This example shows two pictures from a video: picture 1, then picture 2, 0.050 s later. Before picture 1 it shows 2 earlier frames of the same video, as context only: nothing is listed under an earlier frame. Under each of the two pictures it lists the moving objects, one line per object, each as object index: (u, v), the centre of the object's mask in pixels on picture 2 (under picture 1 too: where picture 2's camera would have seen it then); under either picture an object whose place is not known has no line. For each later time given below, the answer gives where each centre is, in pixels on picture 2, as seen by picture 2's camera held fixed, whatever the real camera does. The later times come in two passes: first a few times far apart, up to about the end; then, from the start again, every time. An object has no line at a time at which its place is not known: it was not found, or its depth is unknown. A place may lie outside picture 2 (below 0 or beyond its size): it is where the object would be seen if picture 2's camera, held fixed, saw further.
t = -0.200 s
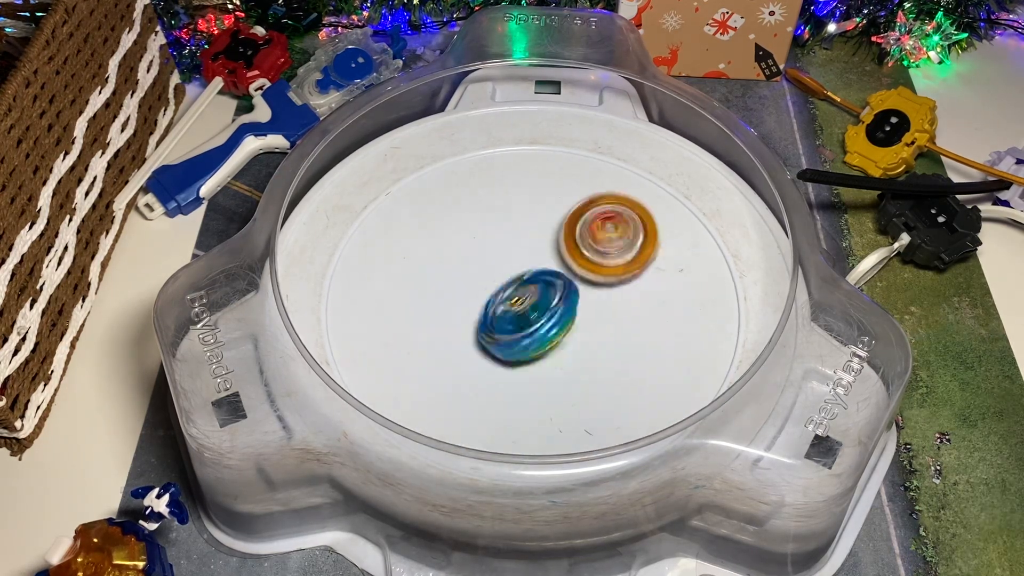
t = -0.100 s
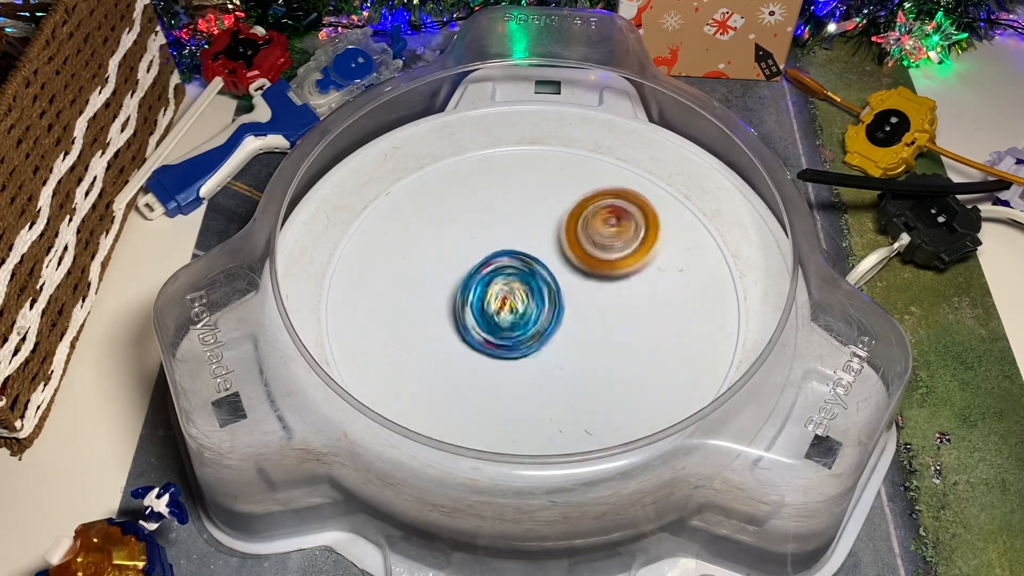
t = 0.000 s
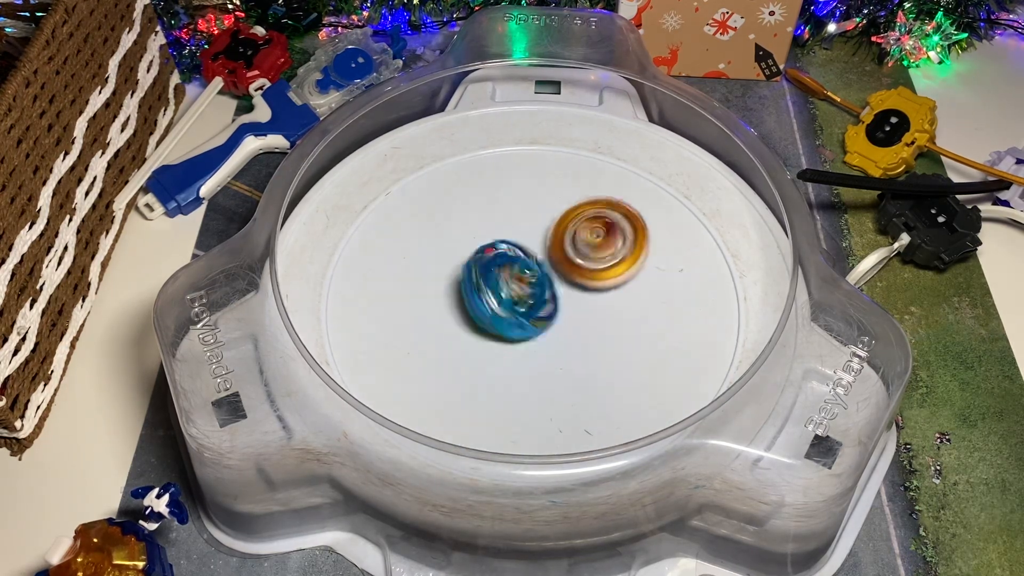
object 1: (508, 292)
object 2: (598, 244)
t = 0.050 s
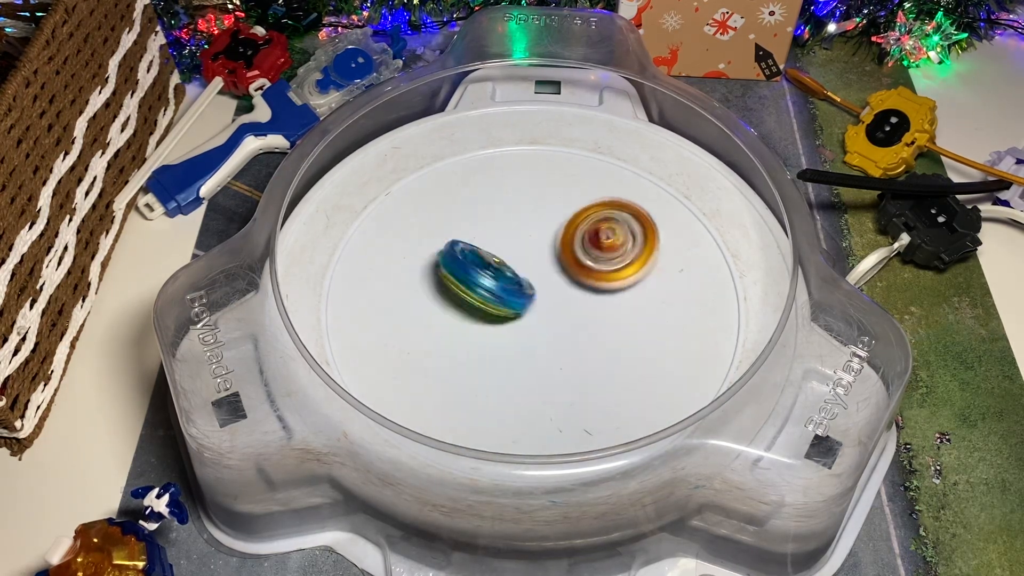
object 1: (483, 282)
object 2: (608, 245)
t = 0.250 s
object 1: (430, 284)
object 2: (591, 275)
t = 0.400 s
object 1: (464, 290)
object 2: (560, 309)
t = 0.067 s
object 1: (476, 280)
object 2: (610, 247)
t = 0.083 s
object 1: (467, 280)
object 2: (611, 248)
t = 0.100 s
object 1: (458, 279)
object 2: (611, 250)
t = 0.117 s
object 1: (451, 279)
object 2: (611, 252)
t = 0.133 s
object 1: (445, 277)
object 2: (610, 255)
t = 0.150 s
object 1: (439, 274)
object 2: (608, 257)
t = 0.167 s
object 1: (435, 273)
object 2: (606, 260)
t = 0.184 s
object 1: (432, 273)
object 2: (604, 262)
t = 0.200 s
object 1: (429, 275)
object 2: (601, 266)
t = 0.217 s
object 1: (427, 277)
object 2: (598, 269)
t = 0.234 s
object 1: (428, 280)
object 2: (595, 272)
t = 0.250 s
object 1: (430, 284)
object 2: (591, 275)
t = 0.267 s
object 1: (432, 285)
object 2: (588, 278)
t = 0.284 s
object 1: (435, 284)
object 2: (584, 282)
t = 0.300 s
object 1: (439, 283)
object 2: (580, 285)
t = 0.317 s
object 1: (442, 283)
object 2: (577, 289)
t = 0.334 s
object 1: (445, 285)
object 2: (573, 293)
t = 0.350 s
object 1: (450, 286)
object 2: (569, 297)
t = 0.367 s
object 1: (455, 289)
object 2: (566, 301)
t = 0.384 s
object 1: (459, 289)
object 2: (562, 305)
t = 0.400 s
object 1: (464, 290)
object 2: (560, 309)
